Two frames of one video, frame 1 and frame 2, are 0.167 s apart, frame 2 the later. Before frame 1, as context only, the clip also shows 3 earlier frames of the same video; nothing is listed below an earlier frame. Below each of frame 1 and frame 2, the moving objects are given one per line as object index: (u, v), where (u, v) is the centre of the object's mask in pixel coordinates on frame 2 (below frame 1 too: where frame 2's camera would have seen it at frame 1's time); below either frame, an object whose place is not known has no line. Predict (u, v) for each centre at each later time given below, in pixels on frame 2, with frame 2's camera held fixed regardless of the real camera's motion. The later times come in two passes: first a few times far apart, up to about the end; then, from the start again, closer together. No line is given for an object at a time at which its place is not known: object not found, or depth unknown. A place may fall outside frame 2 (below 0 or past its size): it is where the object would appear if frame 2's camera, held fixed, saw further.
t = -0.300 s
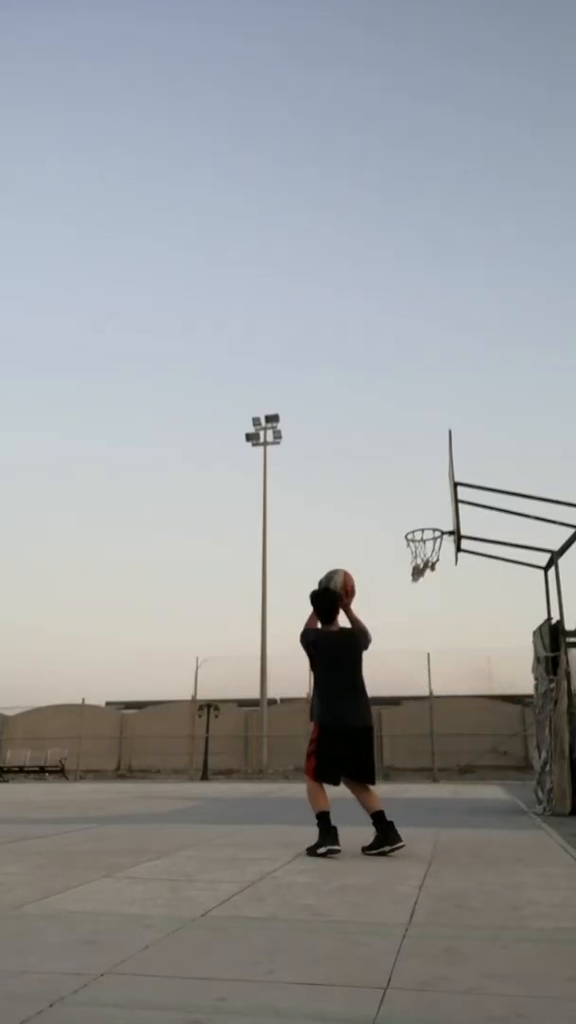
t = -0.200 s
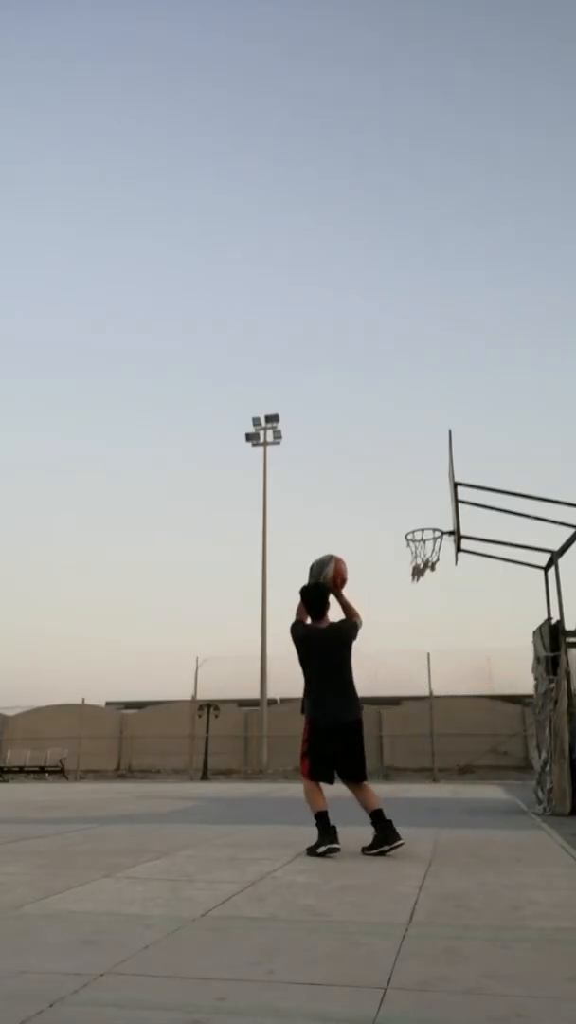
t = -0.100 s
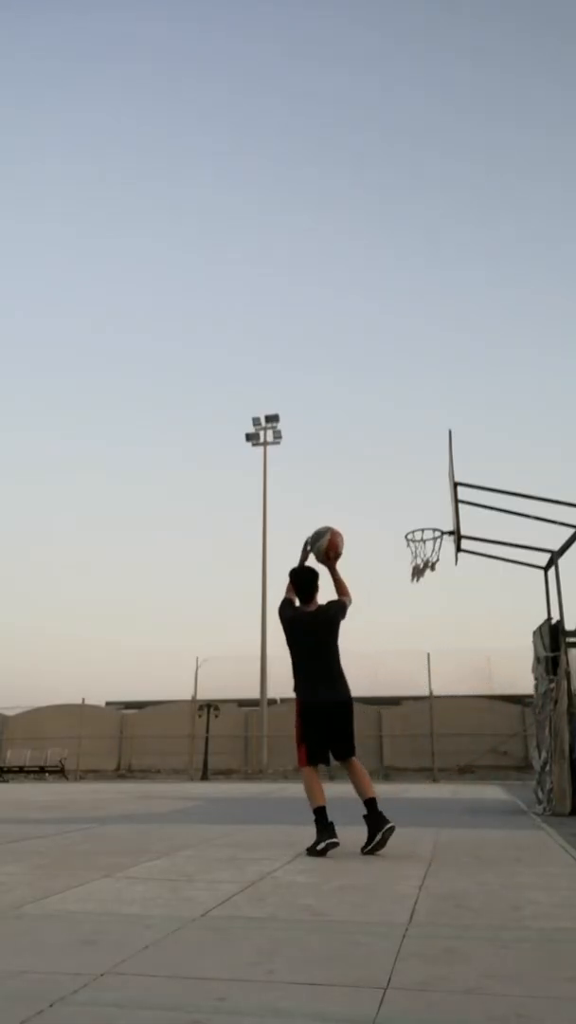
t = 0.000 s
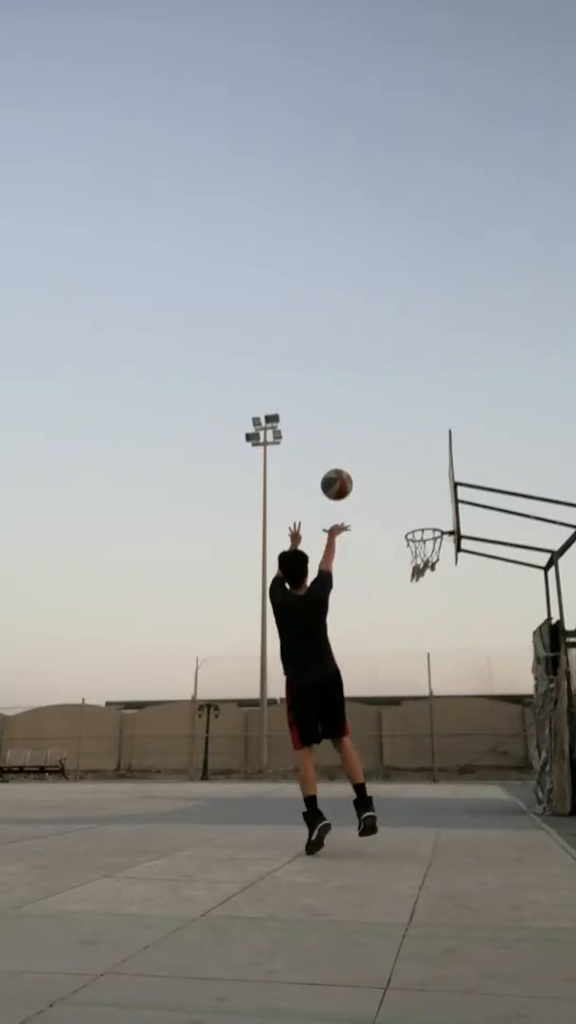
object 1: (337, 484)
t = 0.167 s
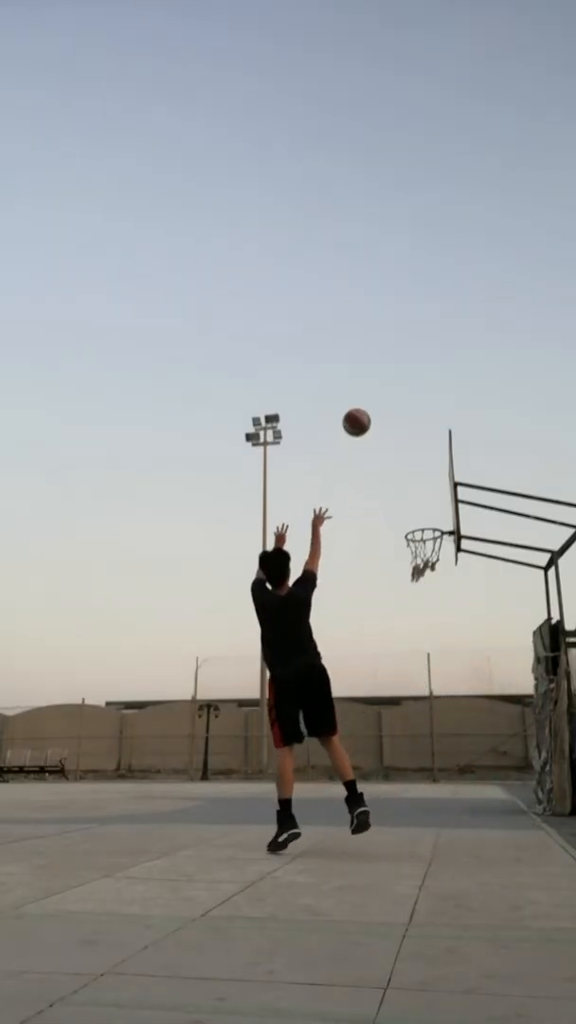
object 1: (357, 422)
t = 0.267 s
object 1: (367, 404)
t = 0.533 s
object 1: (389, 408)
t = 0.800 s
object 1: (409, 465)
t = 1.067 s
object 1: (430, 559)
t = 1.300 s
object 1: (449, 638)
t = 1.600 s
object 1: (477, 786)
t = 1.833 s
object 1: (472, 654)
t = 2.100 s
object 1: (471, 588)
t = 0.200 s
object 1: (360, 415)
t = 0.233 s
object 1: (364, 409)
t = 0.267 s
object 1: (367, 404)
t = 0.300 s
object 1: (370, 401)
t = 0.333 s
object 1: (373, 399)
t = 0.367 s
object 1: (376, 398)
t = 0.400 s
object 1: (379, 398)
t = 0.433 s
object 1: (381, 399)
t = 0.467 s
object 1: (384, 401)
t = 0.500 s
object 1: (387, 404)
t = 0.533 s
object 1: (389, 408)
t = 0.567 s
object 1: (392, 412)
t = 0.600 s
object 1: (394, 418)
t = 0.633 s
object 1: (397, 424)
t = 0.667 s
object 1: (399, 431)
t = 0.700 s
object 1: (402, 438)
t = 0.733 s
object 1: (404, 447)
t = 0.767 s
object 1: (407, 456)
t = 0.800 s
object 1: (409, 465)
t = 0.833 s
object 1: (411, 476)
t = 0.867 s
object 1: (414, 487)
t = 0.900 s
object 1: (416, 498)
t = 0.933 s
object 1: (419, 511)
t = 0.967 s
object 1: (421, 524)
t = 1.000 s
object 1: (424, 537)
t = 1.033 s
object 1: (426, 548)
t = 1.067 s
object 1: (430, 559)
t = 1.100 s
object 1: (432, 566)
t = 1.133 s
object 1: (435, 575)
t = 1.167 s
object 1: (437, 586)
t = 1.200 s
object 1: (440, 598)
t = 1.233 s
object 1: (443, 610)
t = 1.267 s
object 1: (446, 623)
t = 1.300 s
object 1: (449, 638)
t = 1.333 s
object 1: (452, 654)
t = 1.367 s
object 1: (455, 671)
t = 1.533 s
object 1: (473, 776)
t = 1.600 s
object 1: (477, 786)
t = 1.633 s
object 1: (476, 747)
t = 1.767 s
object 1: (473, 680)
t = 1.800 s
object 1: (473, 667)
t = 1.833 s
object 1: (472, 654)
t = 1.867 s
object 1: (472, 643)
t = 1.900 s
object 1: (472, 632)
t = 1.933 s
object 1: (471, 622)
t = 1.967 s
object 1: (471, 613)
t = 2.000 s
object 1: (471, 606)
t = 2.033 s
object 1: (470, 599)
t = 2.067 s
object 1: (471, 593)
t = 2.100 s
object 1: (471, 588)
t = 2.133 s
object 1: (470, 584)
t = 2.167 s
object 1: (471, 582)
